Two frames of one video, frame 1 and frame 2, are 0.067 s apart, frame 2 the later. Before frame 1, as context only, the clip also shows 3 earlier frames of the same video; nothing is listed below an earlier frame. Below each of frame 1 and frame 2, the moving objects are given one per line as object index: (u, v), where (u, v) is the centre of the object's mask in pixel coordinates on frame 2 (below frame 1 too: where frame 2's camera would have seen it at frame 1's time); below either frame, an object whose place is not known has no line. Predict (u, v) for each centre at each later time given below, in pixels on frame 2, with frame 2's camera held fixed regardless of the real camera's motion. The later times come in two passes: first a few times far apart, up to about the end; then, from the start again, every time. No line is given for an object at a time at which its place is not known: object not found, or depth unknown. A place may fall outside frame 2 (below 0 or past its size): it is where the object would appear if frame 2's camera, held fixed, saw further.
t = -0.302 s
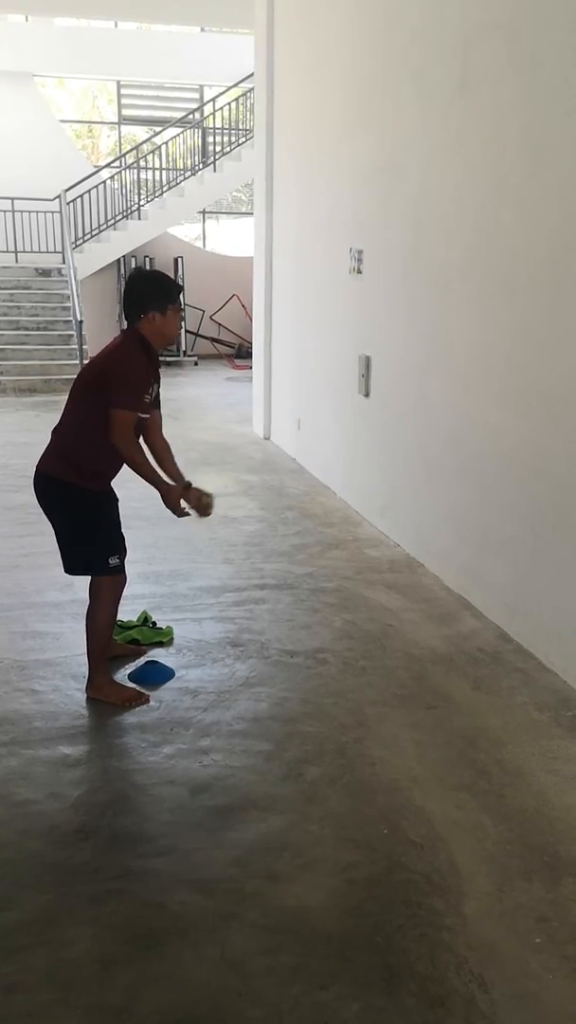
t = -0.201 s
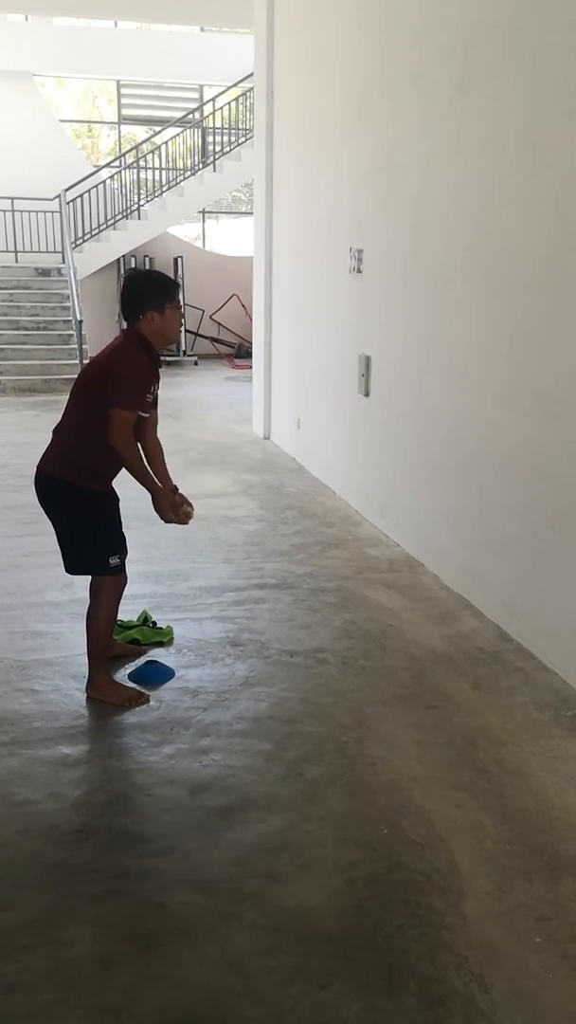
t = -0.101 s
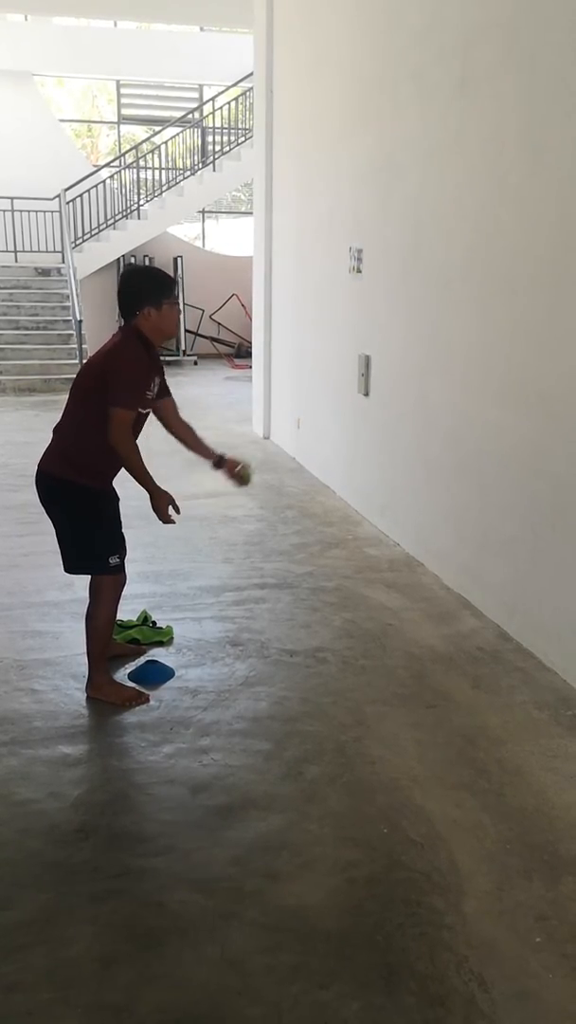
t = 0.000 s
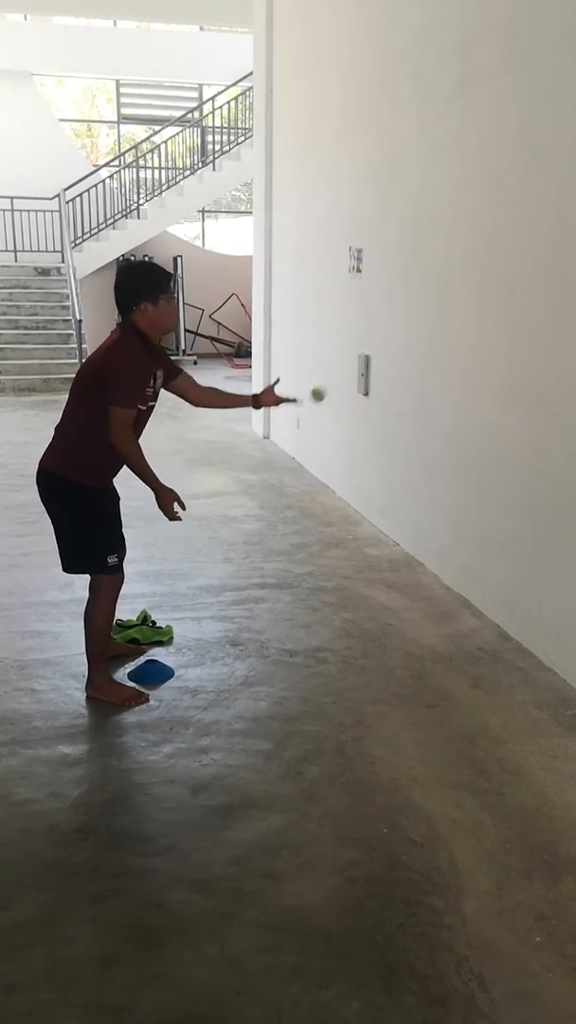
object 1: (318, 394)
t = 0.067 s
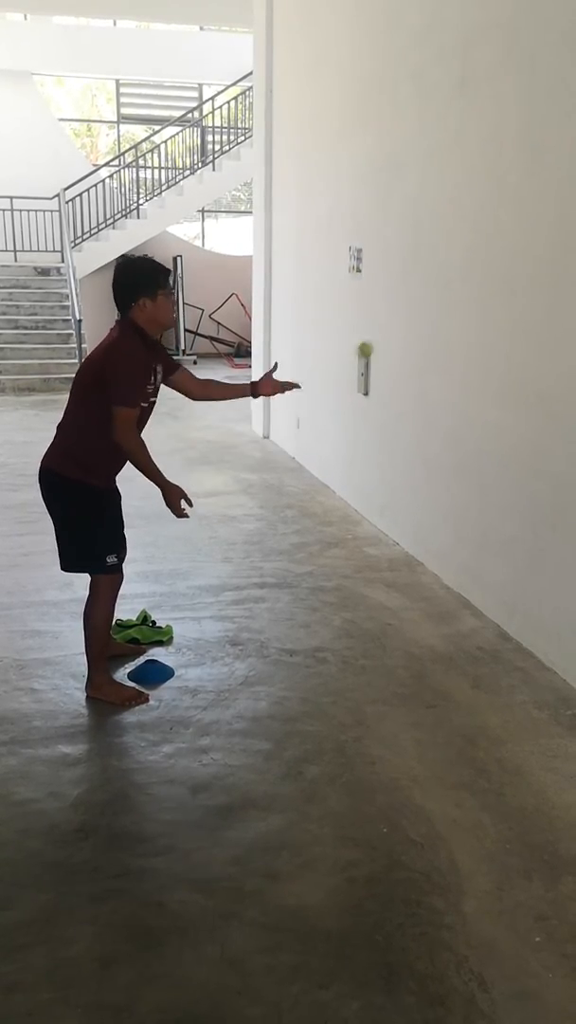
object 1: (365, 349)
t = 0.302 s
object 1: (525, 278)
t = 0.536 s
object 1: (397, 335)
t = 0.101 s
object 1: (389, 331)
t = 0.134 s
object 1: (412, 315)
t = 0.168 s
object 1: (436, 302)
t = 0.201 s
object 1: (459, 292)
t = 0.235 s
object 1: (482, 285)
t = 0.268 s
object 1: (504, 280)
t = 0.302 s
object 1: (525, 278)
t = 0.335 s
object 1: (507, 278)
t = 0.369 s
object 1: (490, 279)
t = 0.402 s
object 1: (472, 285)
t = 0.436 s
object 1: (453, 293)
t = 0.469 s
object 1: (434, 304)
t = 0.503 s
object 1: (416, 318)
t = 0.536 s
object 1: (397, 335)
